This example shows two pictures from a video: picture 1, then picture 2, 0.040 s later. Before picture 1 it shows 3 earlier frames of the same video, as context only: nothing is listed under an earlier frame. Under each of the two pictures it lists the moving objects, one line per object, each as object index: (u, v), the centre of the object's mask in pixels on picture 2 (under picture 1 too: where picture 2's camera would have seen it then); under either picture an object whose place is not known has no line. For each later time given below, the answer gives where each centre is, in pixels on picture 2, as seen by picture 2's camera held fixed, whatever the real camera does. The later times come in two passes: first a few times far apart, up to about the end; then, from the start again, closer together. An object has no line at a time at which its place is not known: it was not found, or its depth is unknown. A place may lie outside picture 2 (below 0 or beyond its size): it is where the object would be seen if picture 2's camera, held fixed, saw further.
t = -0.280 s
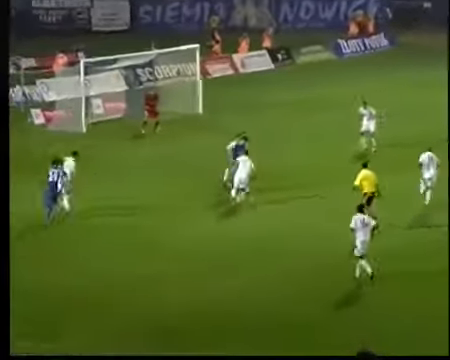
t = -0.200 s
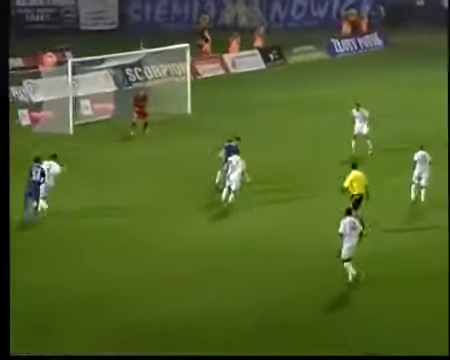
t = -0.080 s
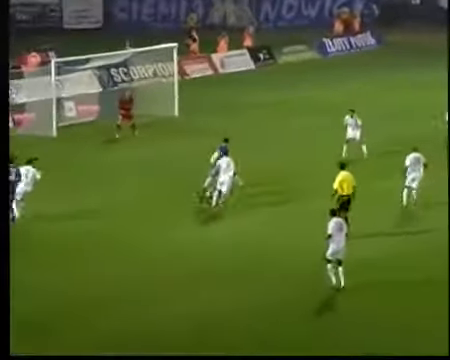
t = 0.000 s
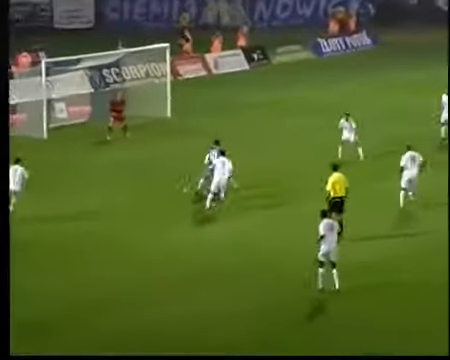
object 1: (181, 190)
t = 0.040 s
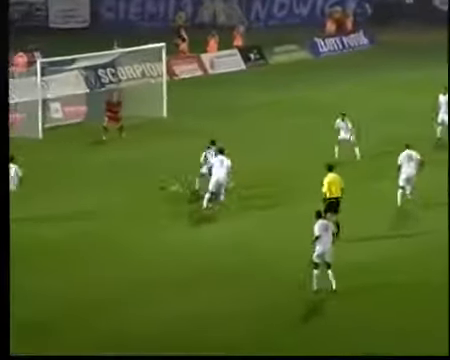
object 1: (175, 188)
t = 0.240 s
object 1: (139, 185)
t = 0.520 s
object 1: (95, 179)
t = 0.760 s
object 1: (70, 176)
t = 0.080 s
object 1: (170, 187)
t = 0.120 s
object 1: (159, 185)
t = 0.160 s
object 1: (152, 185)
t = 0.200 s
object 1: (148, 184)
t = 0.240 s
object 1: (139, 185)
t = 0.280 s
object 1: (130, 186)
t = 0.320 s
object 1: (126, 185)
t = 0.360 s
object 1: (120, 183)
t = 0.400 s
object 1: (113, 181)
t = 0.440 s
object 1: (108, 180)
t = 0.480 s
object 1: (102, 178)
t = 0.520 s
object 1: (95, 179)
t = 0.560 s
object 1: (91, 180)
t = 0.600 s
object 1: (86, 179)
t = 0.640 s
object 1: (84, 179)
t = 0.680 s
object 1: (78, 177)
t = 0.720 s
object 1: (73, 176)
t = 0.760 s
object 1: (70, 176)
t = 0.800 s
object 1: (65, 175)
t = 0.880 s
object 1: (59, 174)
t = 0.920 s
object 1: (55, 173)
